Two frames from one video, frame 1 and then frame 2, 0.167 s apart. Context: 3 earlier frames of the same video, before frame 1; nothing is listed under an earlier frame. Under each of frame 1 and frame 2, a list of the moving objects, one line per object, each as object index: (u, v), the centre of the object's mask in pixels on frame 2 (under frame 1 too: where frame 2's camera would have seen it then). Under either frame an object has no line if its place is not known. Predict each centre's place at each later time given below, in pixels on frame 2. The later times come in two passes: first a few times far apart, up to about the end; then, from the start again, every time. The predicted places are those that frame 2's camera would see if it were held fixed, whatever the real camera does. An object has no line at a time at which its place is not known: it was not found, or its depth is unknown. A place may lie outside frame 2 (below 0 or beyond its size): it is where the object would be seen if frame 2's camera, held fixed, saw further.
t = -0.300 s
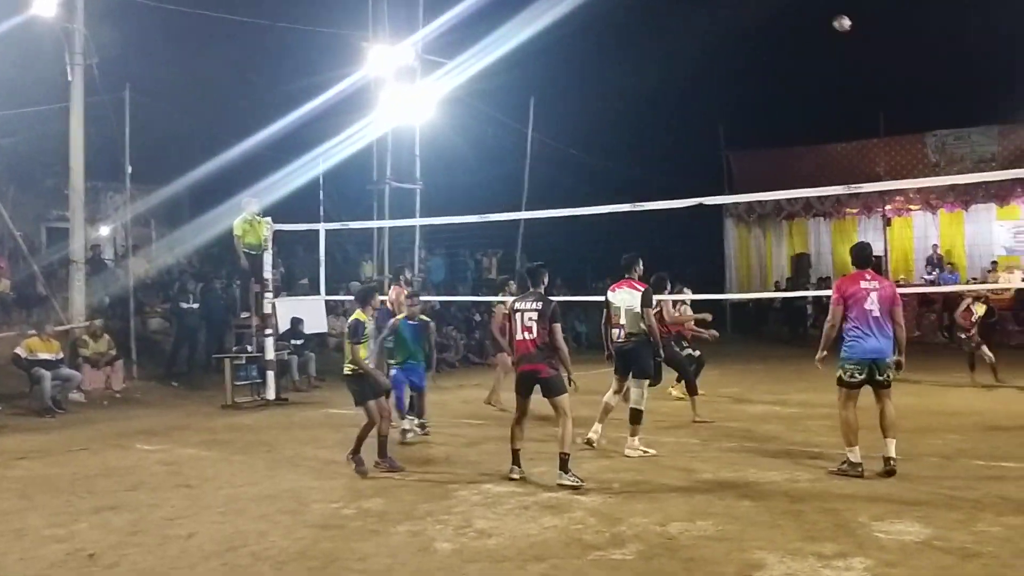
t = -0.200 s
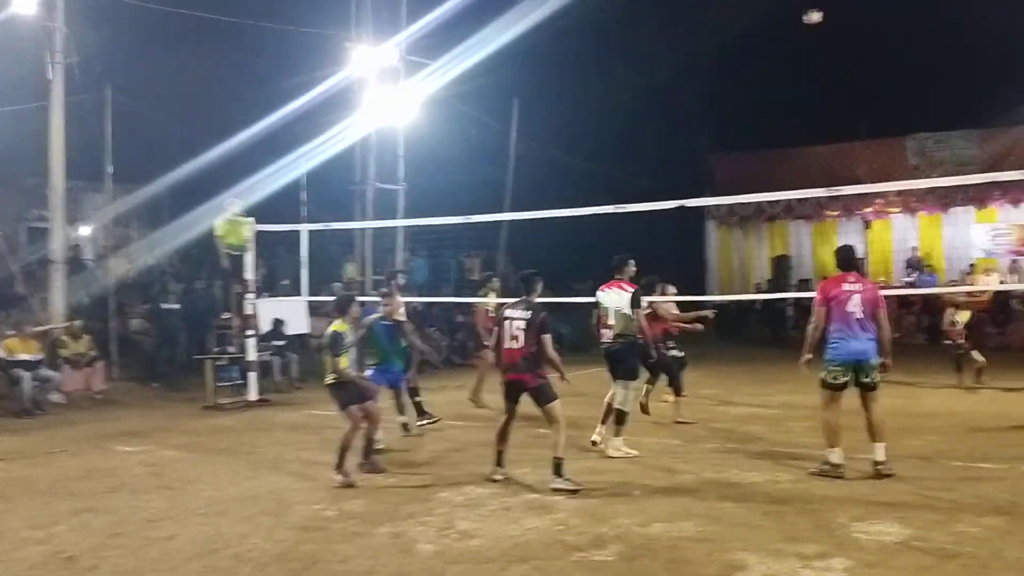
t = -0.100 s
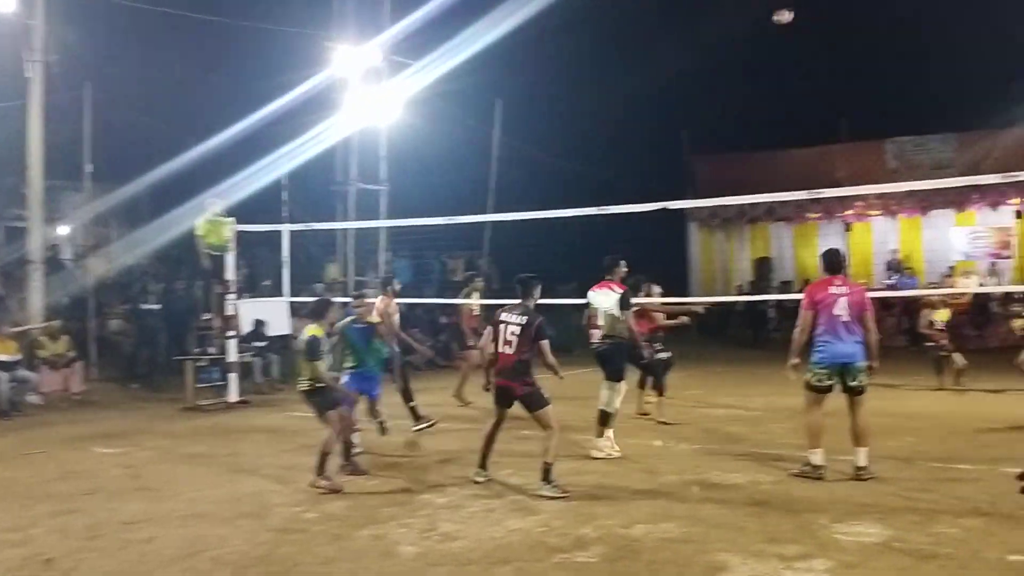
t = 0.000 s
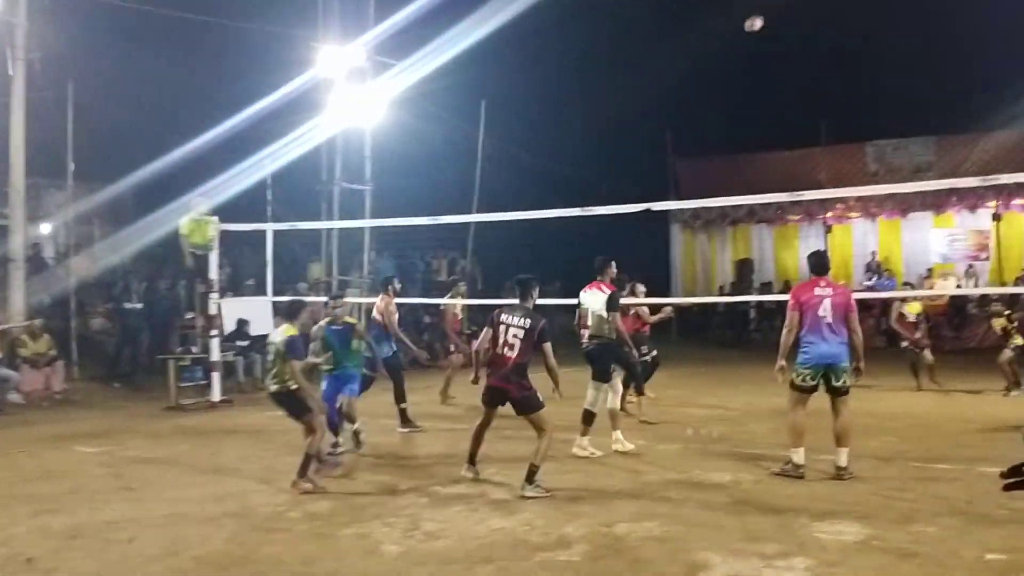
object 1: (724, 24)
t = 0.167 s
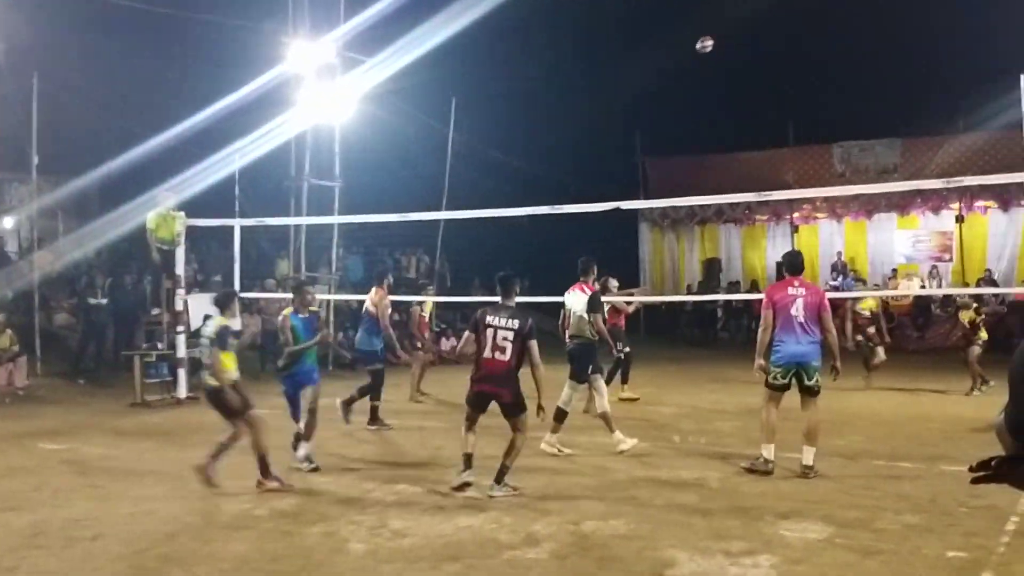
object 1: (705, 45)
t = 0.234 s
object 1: (697, 59)
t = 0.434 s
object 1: (676, 119)
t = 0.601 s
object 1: (657, 189)
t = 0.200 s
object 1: (700, 52)
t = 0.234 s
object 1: (697, 59)
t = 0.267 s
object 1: (693, 66)
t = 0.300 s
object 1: (690, 76)
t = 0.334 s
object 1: (686, 85)
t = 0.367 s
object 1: (683, 95)
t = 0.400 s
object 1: (679, 107)
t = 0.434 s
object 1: (676, 119)
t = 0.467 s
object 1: (672, 131)
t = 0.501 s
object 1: (668, 144)
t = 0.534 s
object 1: (664, 159)
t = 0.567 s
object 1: (660, 174)
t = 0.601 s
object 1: (657, 189)
